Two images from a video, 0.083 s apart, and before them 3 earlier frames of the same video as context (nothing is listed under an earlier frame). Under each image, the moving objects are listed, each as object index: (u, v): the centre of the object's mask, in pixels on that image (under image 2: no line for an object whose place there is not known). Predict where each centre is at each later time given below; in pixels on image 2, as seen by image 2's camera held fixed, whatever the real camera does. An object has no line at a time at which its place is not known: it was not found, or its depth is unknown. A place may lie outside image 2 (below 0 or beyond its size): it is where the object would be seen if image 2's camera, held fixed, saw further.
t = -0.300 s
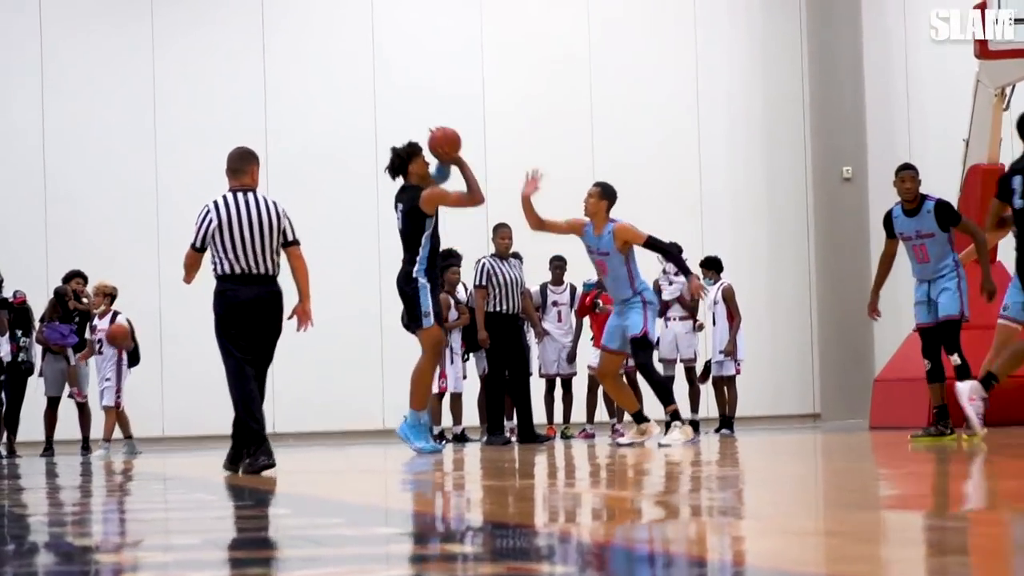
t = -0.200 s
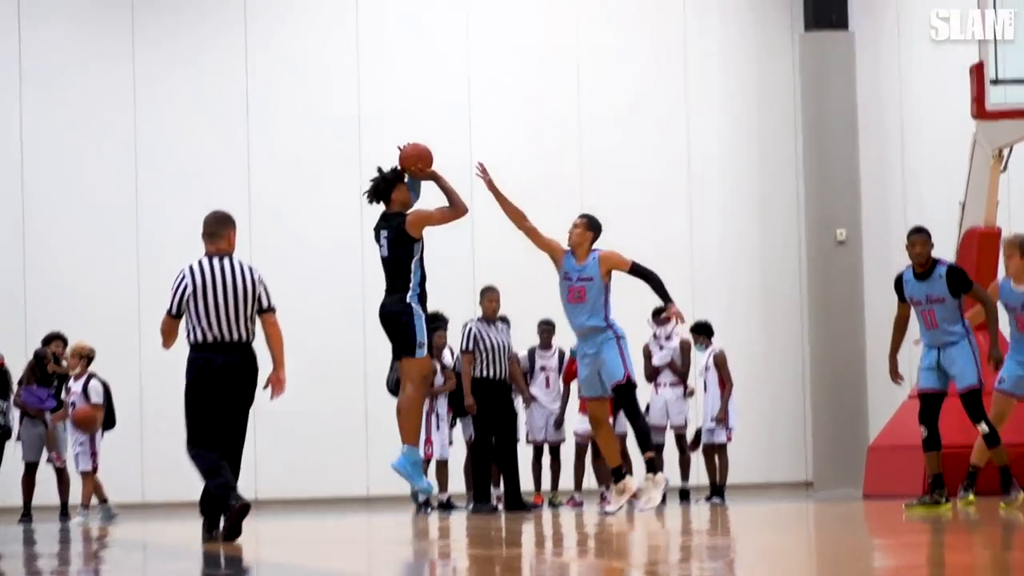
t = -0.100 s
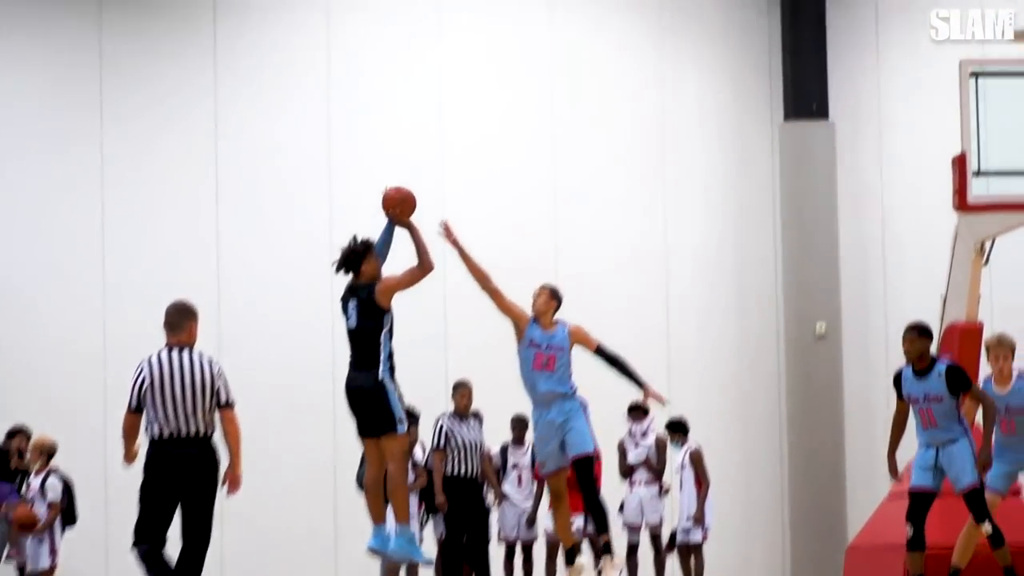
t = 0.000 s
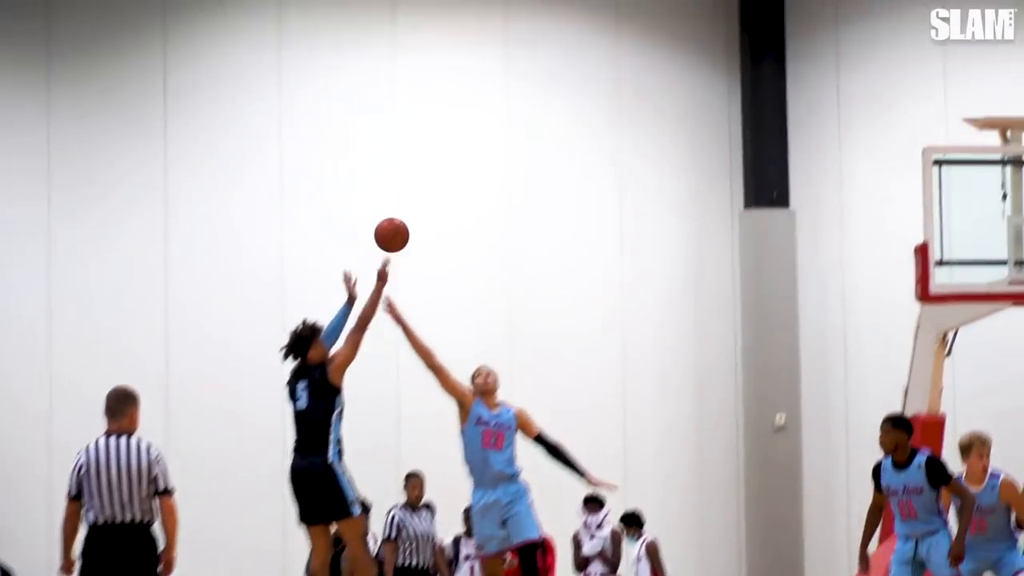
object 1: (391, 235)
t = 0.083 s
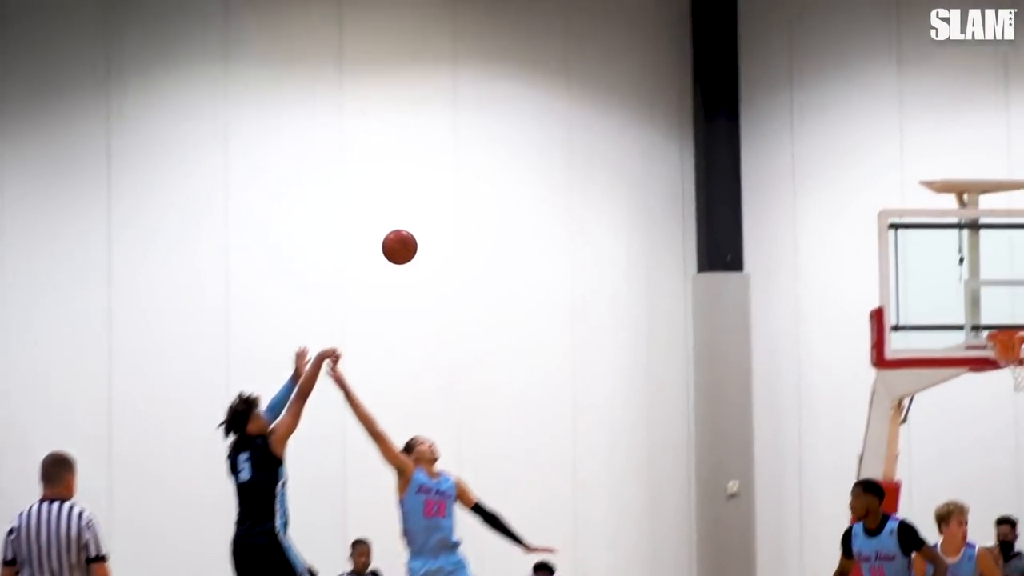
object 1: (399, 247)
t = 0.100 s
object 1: (411, 238)
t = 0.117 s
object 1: (423, 230)
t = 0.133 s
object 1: (435, 224)
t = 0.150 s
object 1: (446, 217)
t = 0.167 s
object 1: (458, 210)
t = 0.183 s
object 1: (469, 204)
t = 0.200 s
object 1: (481, 198)
